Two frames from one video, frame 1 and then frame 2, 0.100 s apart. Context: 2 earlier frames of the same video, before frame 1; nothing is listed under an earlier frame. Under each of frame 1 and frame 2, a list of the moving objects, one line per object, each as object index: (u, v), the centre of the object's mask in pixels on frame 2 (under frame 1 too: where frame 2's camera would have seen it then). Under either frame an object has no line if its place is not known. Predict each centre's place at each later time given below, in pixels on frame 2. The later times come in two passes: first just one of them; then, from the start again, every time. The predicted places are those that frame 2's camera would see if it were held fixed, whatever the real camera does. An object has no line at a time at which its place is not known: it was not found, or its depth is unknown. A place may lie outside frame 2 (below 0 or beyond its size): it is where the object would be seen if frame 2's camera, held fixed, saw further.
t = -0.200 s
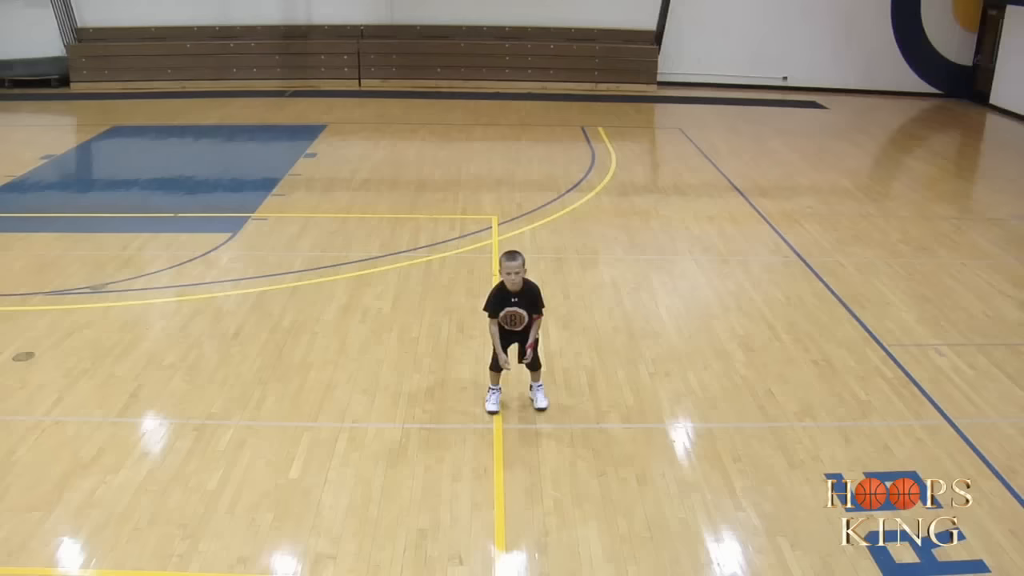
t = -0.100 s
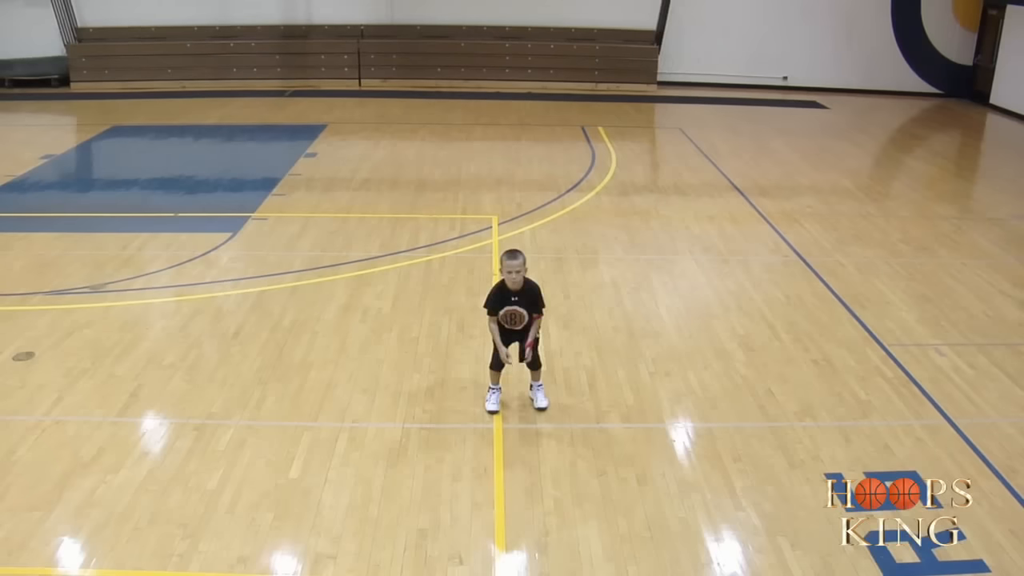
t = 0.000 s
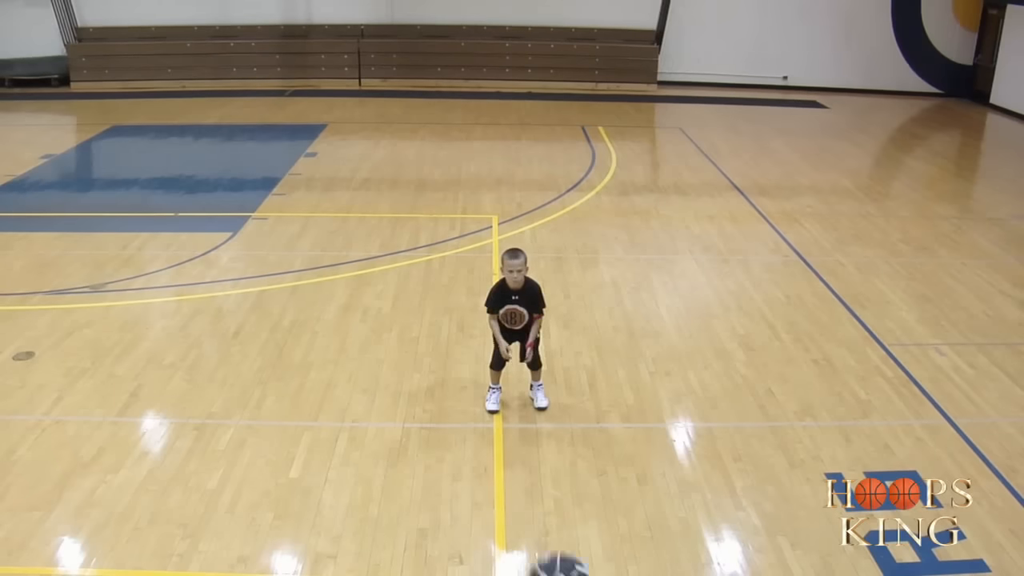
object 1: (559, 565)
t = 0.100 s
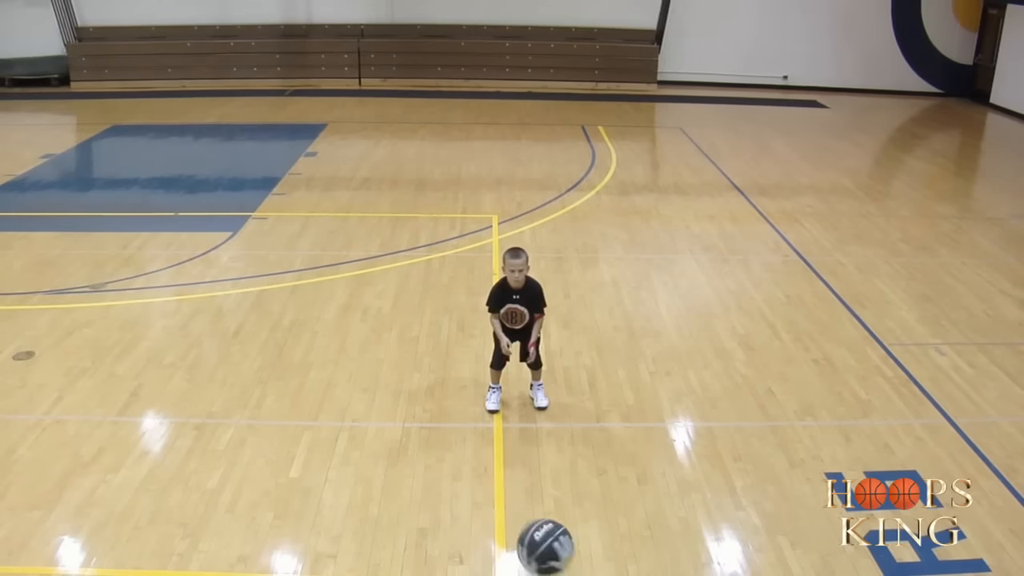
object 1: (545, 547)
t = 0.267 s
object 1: (527, 540)
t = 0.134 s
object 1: (540, 541)
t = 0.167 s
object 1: (536, 538)
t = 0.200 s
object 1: (533, 537)
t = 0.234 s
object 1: (530, 538)
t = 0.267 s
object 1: (527, 540)
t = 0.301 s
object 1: (527, 527)
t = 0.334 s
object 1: (526, 494)
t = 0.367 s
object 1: (527, 466)
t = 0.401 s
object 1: (527, 441)
